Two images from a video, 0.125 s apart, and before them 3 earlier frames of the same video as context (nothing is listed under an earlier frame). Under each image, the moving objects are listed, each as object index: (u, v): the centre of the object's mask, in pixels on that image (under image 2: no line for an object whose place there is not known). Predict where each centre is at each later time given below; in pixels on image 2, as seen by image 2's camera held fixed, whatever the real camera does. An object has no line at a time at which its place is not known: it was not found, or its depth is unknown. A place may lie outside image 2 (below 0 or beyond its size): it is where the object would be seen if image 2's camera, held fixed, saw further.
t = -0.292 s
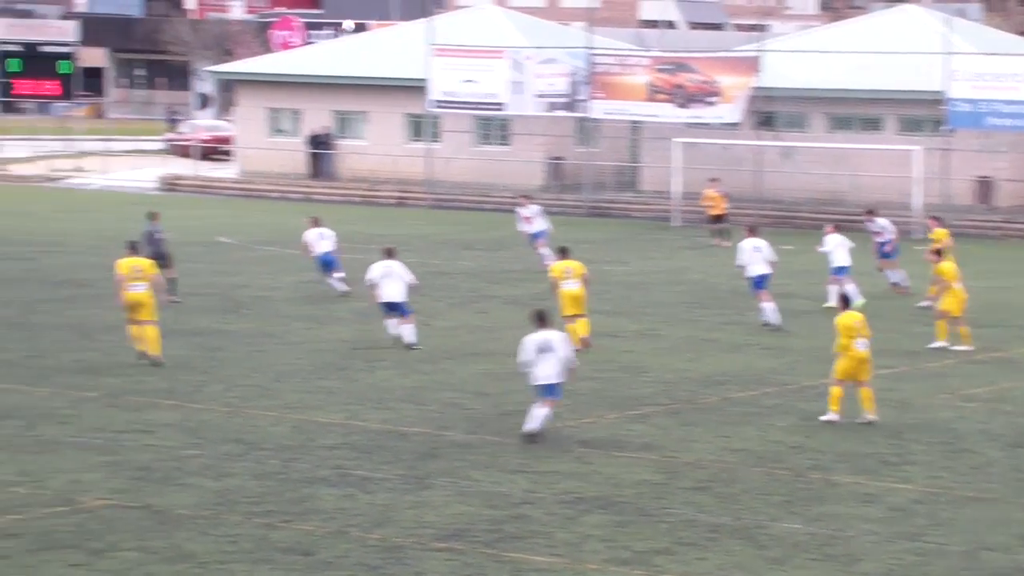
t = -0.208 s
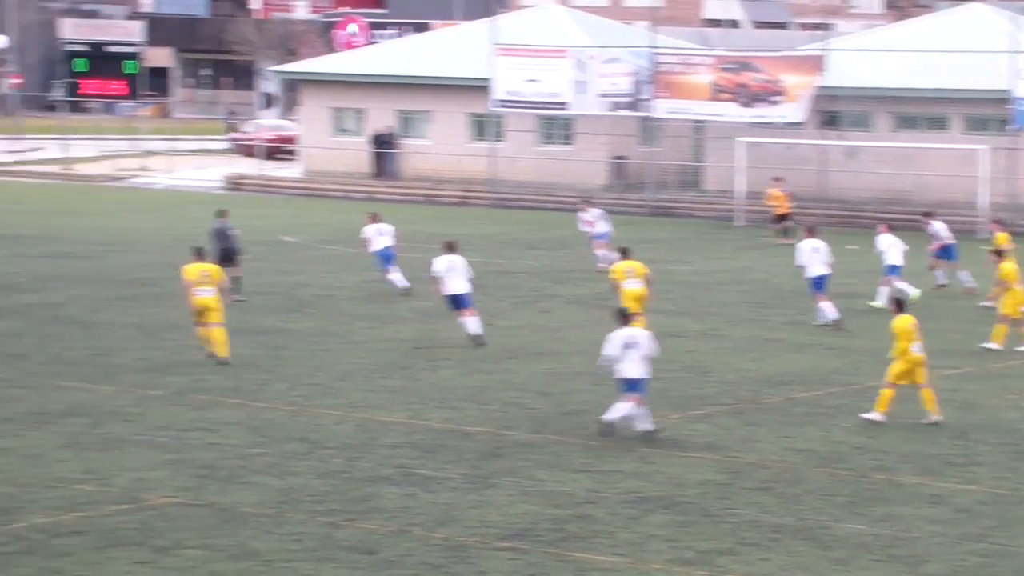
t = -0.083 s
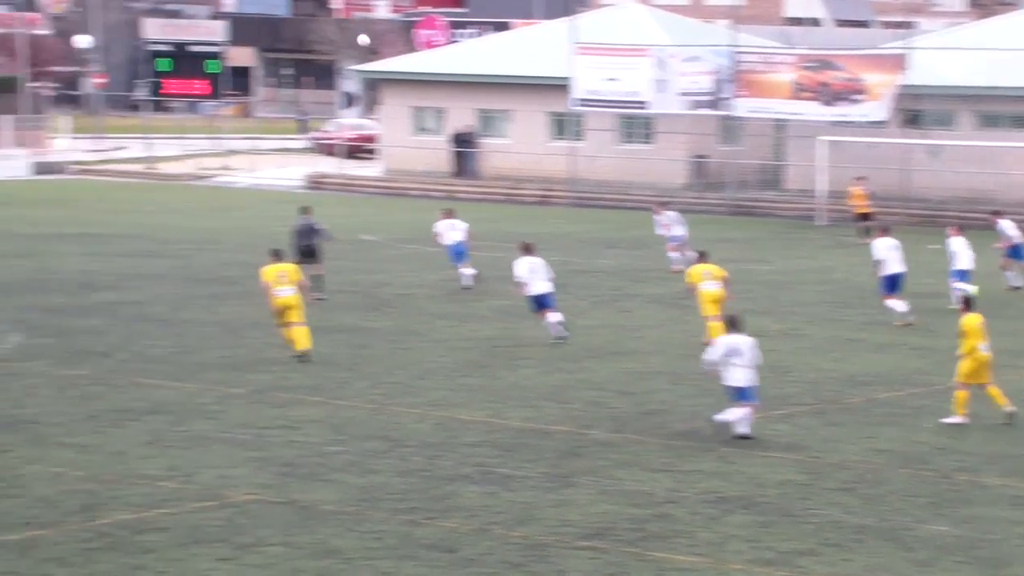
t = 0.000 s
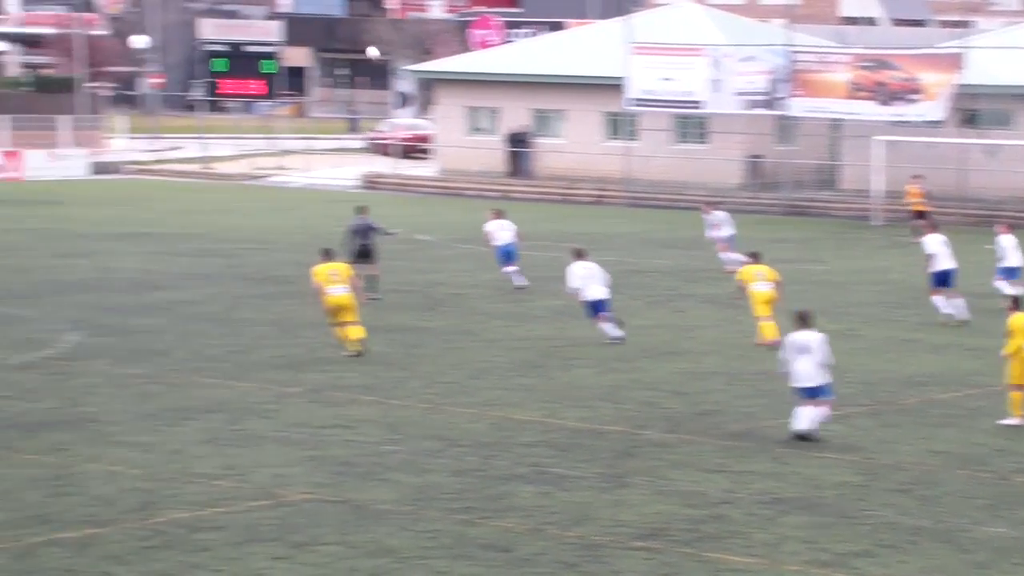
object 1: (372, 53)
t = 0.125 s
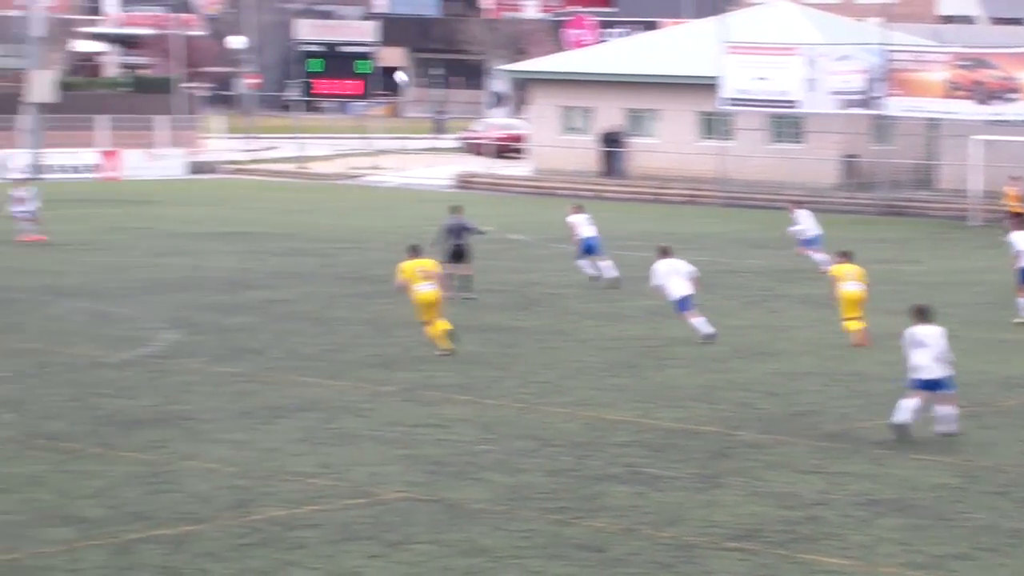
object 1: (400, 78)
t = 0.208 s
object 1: (357, 98)
